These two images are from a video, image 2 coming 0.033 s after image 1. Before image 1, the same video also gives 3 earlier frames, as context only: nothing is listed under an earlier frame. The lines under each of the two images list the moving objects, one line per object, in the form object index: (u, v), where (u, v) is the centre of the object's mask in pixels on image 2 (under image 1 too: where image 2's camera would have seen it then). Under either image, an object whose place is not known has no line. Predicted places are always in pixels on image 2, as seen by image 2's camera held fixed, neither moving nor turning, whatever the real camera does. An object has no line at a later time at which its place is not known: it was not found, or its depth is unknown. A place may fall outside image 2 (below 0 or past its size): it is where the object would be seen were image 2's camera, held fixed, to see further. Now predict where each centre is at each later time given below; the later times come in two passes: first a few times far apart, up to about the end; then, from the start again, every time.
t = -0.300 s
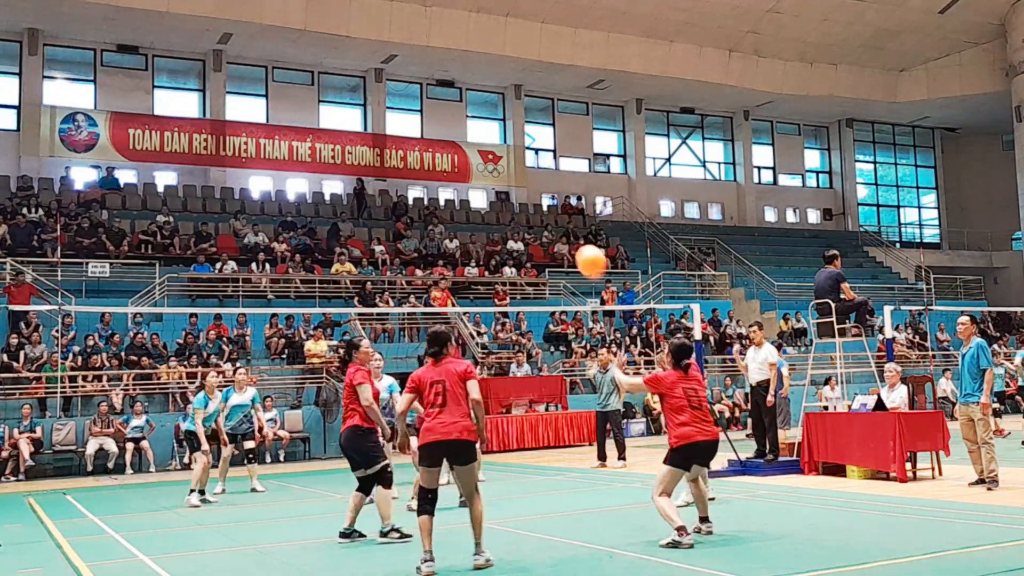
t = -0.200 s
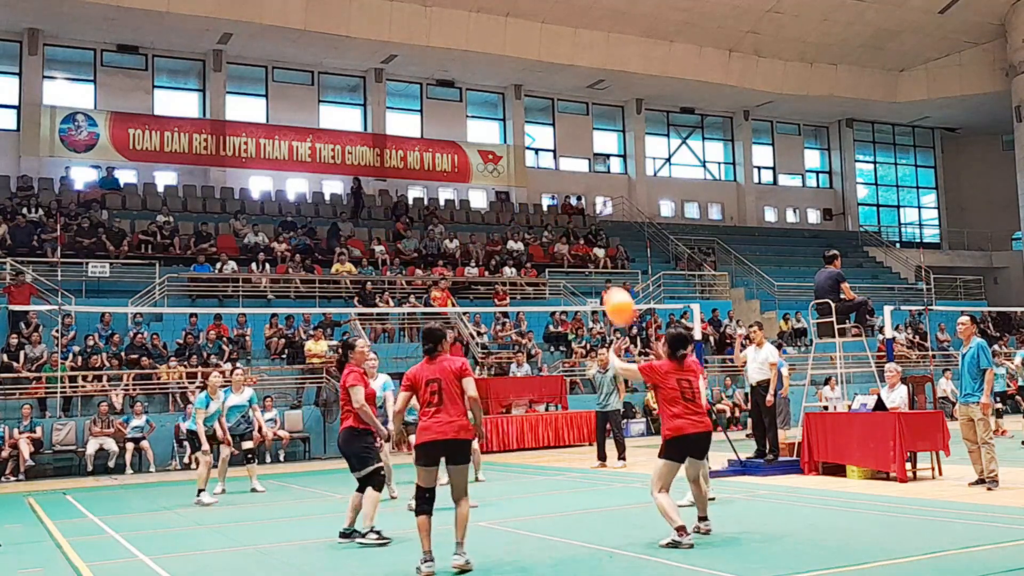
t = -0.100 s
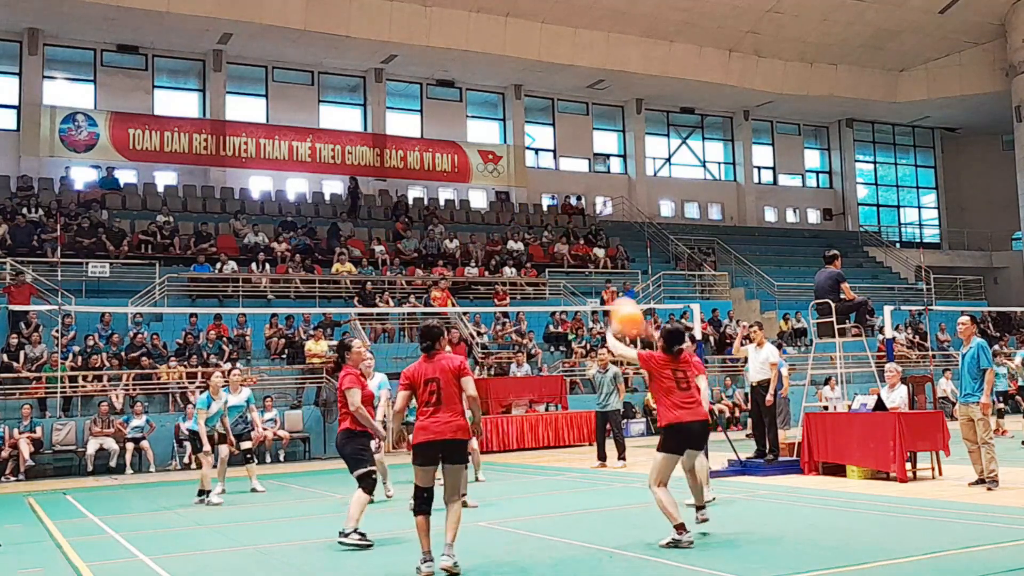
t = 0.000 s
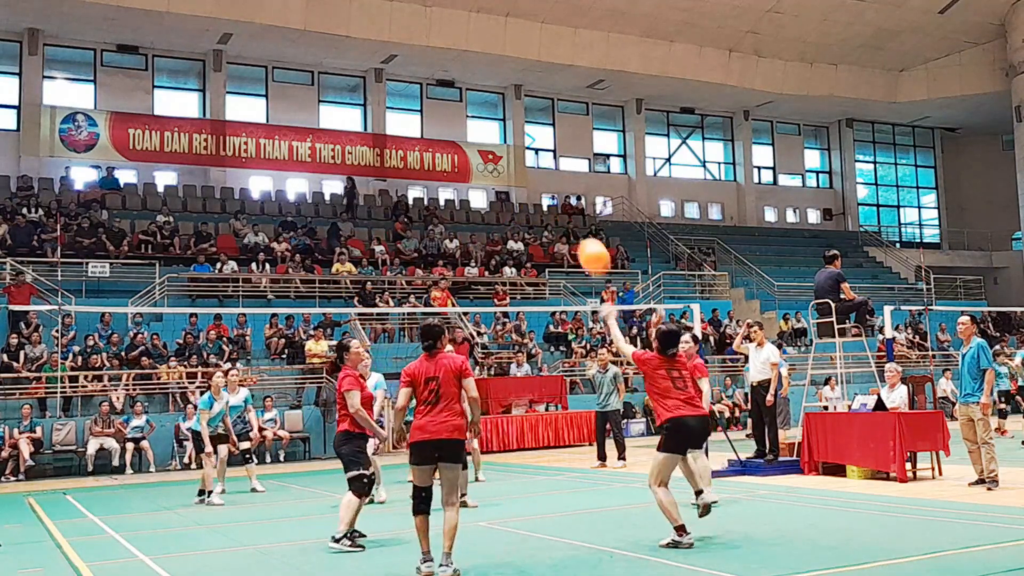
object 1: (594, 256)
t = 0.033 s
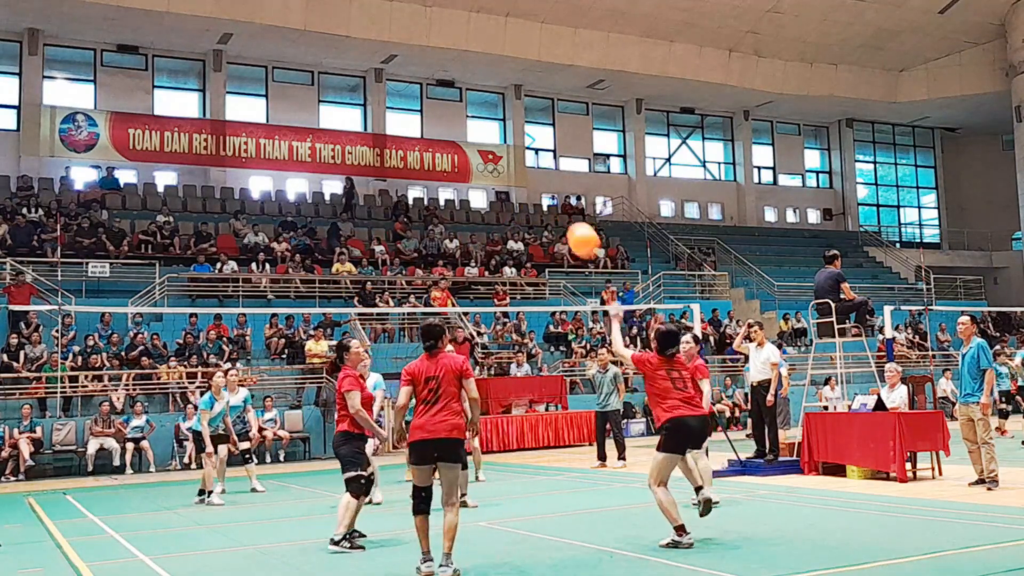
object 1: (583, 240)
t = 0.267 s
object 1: (520, 173)
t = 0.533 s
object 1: (465, 177)
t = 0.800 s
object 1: (419, 248)
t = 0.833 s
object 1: (414, 261)
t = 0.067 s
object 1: (573, 226)
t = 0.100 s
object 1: (564, 213)
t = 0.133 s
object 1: (554, 201)
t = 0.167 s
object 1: (545, 191)
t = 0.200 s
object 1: (537, 184)
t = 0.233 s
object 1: (528, 178)
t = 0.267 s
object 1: (520, 173)
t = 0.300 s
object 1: (513, 170)
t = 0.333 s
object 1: (505, 168)
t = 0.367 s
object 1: (498, 166)
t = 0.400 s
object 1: (491, 166)
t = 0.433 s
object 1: (484, 168)
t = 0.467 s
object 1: (477, 170)
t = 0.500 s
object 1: (471, 173)
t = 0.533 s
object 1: (465, 177)
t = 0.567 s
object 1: (459, 181)
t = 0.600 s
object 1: (453, 188)
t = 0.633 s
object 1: (446, 196)
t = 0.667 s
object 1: (440, 206)
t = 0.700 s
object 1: (435, 214)
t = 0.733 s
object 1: (429, 224)
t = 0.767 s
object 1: (424, 236)
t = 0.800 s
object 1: (419, 248)
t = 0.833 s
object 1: (414, 261)
